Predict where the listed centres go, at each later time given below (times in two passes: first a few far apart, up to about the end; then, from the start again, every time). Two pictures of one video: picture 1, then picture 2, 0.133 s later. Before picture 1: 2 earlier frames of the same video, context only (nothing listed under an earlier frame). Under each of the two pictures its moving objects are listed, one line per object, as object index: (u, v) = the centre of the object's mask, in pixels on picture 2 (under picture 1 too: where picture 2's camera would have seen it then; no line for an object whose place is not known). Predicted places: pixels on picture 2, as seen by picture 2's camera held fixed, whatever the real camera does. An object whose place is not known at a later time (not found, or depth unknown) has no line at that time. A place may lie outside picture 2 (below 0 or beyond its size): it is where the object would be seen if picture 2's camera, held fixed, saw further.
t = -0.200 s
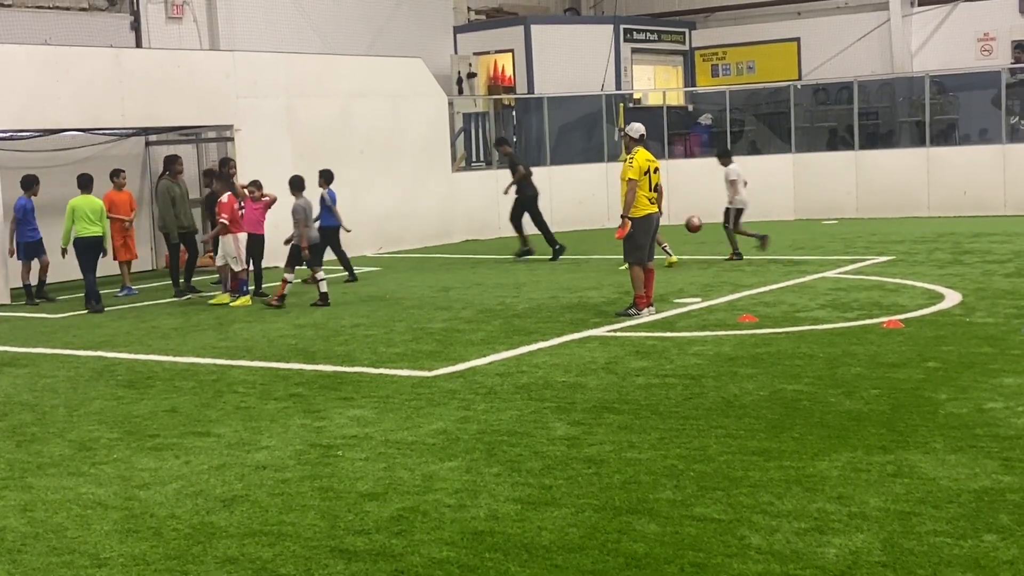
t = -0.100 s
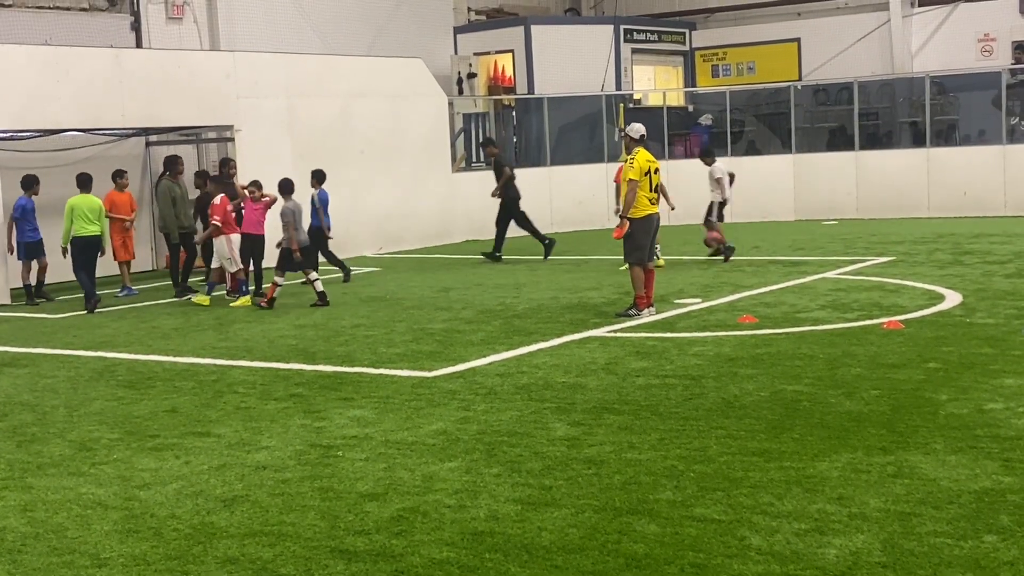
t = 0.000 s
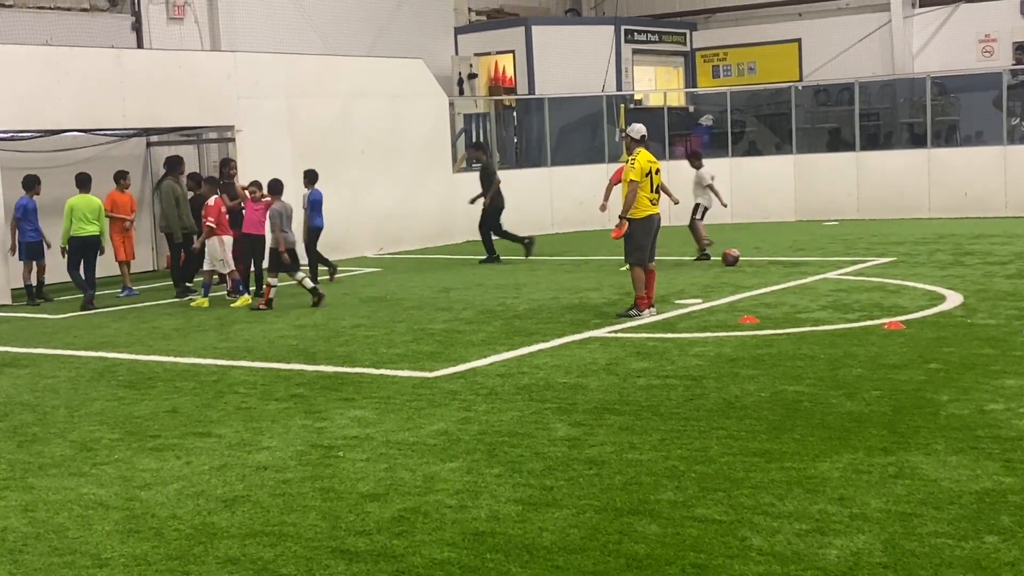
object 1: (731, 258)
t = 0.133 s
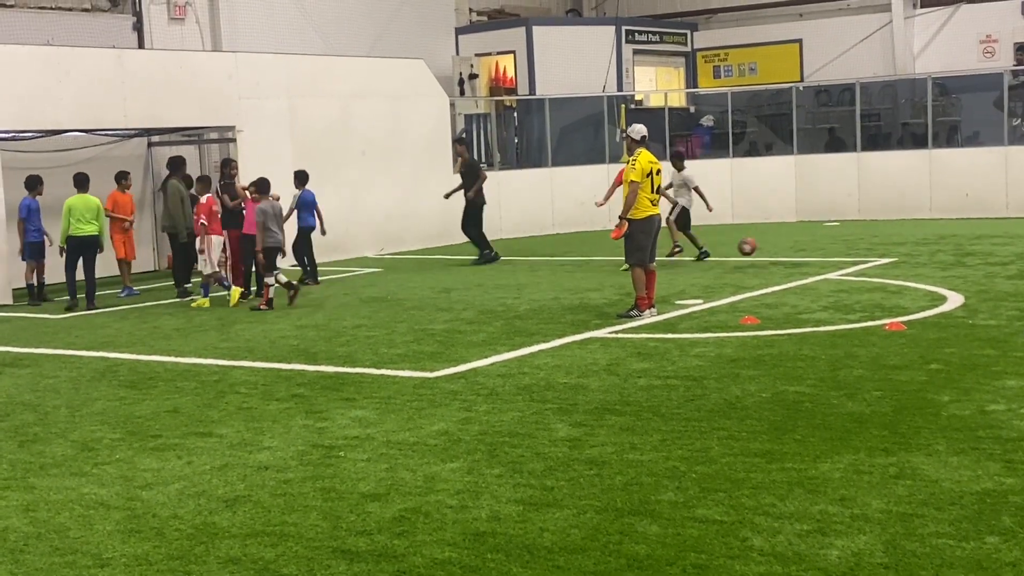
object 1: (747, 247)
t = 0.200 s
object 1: (755, 246)
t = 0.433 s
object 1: (786, 259)
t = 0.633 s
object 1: (815, 266)
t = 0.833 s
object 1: (846, 267)
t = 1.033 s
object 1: (879, 272)
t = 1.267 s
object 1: (917, 276)
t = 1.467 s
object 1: (950, 279)
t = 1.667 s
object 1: (984, 282)
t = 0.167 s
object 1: (751, 246)
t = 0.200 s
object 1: (755, 246)
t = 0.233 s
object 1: (759, 248)
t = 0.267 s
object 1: (764, 250)
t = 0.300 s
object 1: (768, 253)
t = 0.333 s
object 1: (773, 257)
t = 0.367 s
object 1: (777, 263)
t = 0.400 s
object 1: (782, 261)
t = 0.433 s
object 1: (786, 259)
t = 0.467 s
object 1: (790, 258)
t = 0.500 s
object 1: (796, 258)
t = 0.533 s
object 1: (800, 258)
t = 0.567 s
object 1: (805, 259)
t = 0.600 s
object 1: (810, 263)
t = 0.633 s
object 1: (815, 266)
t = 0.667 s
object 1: (821, 265)
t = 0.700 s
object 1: (825, 265)
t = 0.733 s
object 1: (830, 265)
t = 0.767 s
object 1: (836, 267)
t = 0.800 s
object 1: (841, 268)
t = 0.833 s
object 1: (846, 267)
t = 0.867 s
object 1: (852, 267)
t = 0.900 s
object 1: (857, 268)
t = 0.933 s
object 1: (862, 270)
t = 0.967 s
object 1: (868, 270)
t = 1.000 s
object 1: (873, 271)
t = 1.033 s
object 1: (879, 272)
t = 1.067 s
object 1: (884, 272)
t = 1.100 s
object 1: (890, 273)
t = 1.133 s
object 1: (895, 273)
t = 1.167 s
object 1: (901, 274)
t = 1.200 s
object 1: (906, 274)
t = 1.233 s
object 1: (911, 275)
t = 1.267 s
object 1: (917, 276)
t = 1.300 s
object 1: (922, 276)
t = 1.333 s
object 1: (928, 277)
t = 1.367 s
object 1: (933, 277)
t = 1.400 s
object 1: (939, 277)
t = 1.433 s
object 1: (945, 278)
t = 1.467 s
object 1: (950, 279)
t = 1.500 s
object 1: (955, 280)
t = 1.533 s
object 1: (961, 280)
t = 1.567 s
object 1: (966, 280)
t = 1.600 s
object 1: (972, 282)
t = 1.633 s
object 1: (978, 282)
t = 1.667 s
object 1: (984, 282)
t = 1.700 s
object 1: (987, 283)
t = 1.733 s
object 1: (990, 283)
